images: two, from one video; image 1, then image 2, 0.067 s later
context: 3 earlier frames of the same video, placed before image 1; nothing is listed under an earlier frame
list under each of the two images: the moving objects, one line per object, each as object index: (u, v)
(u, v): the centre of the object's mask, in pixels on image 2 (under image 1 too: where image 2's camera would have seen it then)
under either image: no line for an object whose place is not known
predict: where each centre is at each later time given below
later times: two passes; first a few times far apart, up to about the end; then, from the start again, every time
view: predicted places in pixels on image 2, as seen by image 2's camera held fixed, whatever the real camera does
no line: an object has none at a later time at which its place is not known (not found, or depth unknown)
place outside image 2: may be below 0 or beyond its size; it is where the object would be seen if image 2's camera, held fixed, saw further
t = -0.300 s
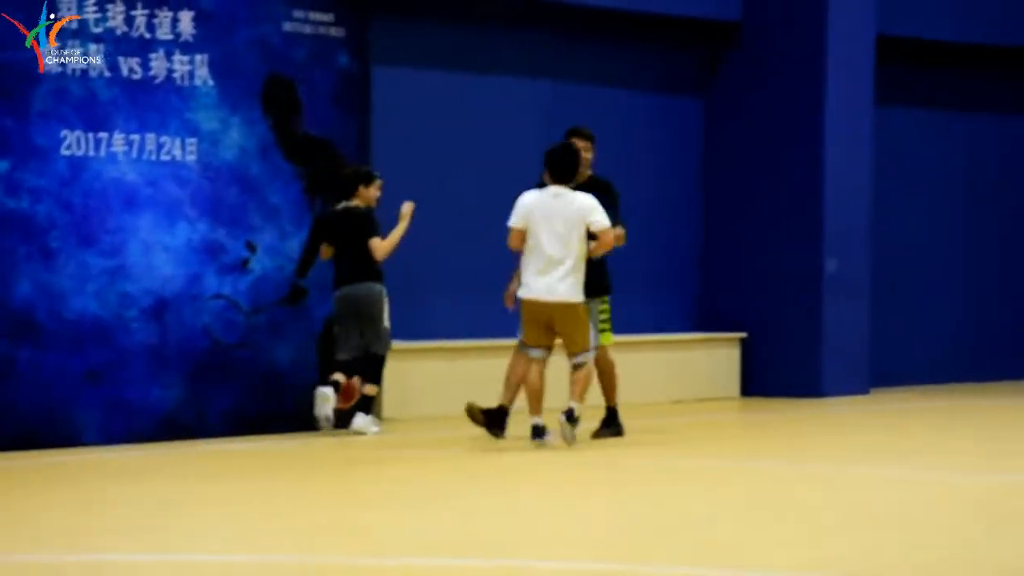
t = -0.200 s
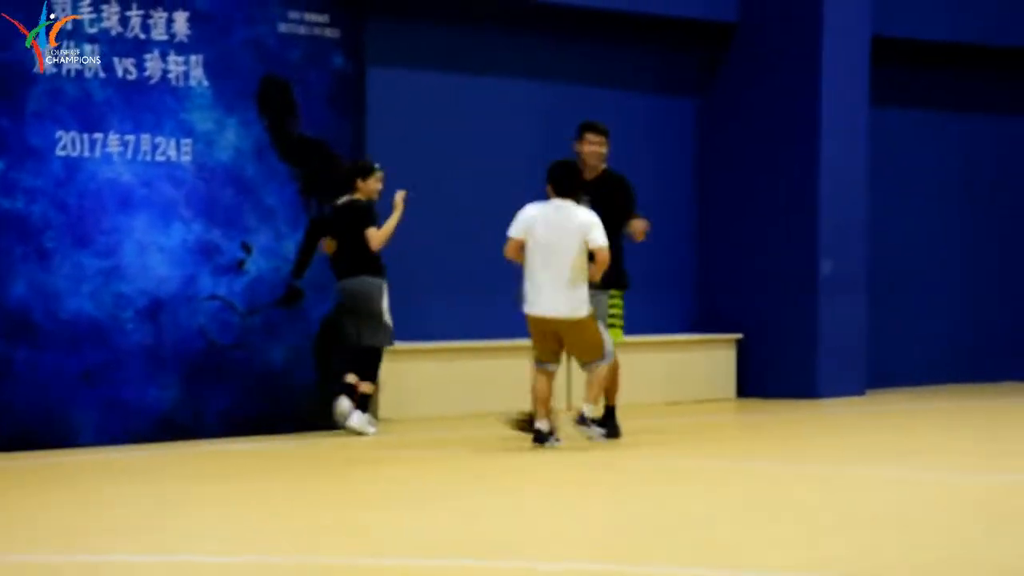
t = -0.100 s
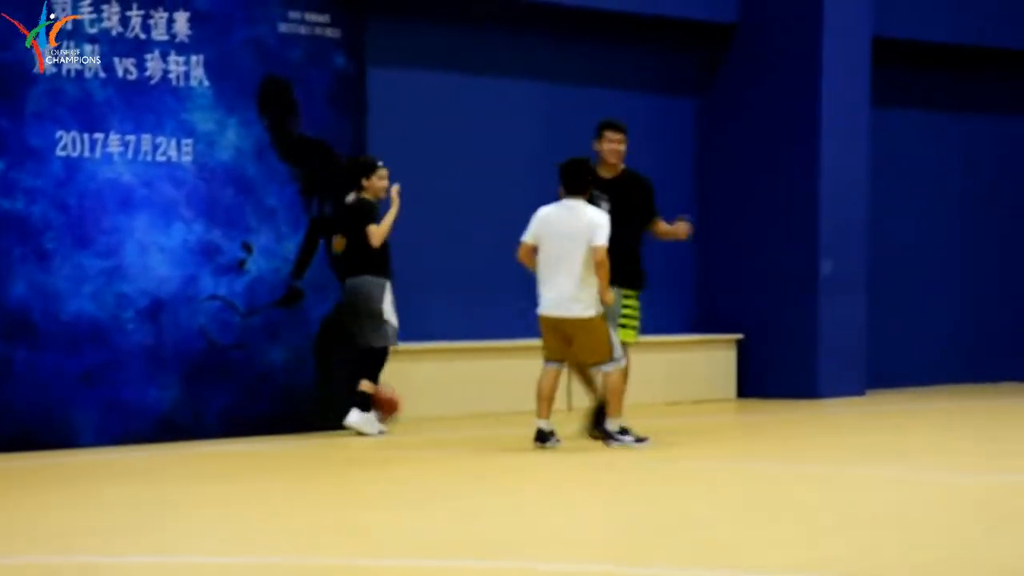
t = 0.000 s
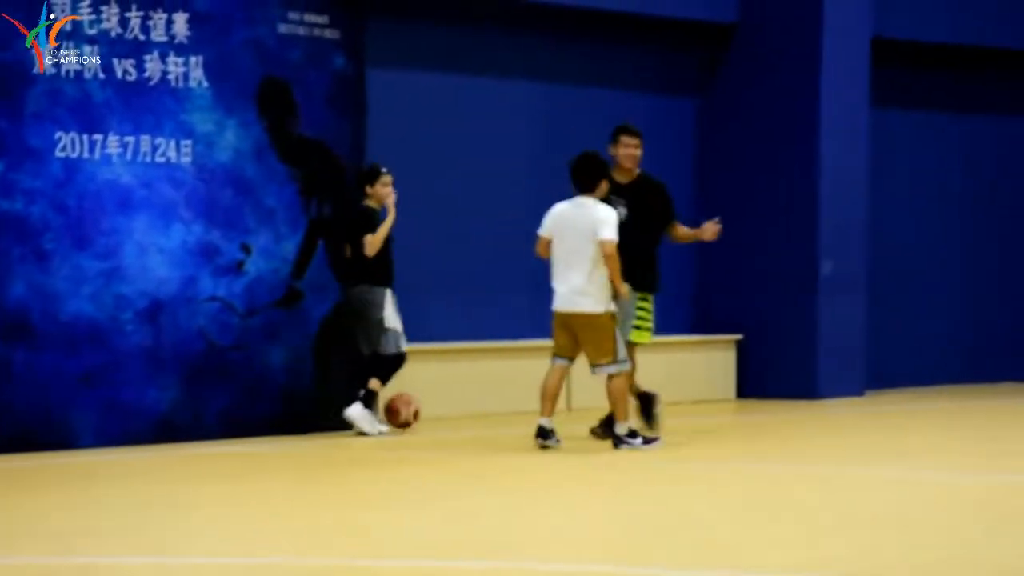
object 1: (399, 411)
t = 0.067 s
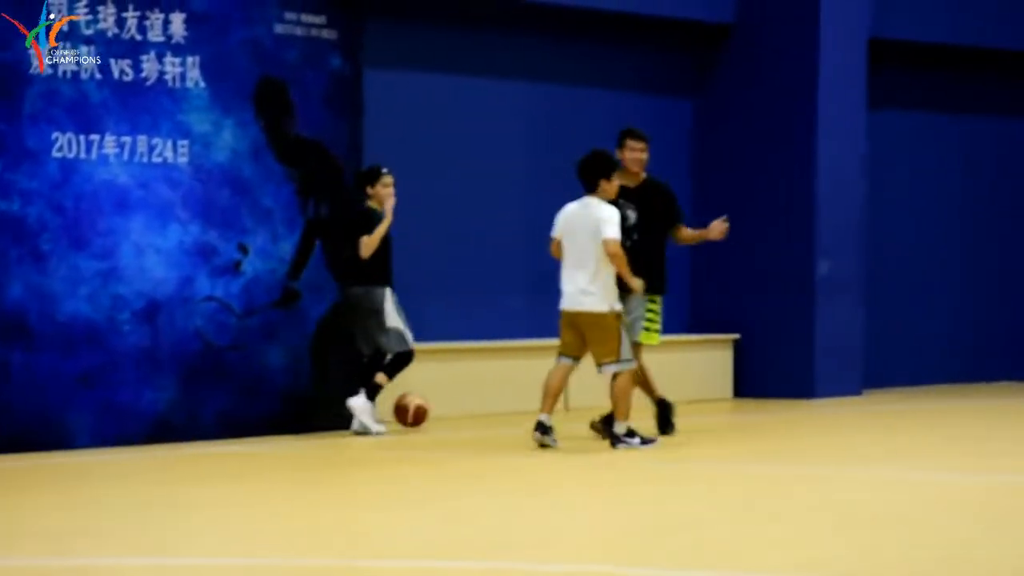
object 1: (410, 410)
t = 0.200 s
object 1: (435, 408)
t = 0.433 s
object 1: (476, 409)
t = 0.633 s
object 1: (508, 408)
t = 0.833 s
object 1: (540, 406)
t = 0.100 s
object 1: (416, 413)
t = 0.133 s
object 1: (422, 413)
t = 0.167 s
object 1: (429, 410)
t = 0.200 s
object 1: (435, 408)
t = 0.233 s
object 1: (440, 408)
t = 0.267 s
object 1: (446, 411)
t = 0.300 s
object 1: (452, 411)
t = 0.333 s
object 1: (458, 408)
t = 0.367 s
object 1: (464, 407)
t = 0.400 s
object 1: (470, 408)
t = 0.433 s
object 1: (476, 409)
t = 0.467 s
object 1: (480, 408)
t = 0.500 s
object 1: (486, 409)
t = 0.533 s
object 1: (492, 410)
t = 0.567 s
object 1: (498, 409)
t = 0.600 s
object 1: (503, 408)
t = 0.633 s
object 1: (508, 408)
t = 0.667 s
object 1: (513, 408)
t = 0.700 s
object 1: (519, 408)
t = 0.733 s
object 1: (524, 407)
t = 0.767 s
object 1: (530, 407)
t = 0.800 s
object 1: (535, 407)
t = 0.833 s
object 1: (540, 406)
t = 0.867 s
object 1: (545, 407)
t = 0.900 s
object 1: (552, 406)
